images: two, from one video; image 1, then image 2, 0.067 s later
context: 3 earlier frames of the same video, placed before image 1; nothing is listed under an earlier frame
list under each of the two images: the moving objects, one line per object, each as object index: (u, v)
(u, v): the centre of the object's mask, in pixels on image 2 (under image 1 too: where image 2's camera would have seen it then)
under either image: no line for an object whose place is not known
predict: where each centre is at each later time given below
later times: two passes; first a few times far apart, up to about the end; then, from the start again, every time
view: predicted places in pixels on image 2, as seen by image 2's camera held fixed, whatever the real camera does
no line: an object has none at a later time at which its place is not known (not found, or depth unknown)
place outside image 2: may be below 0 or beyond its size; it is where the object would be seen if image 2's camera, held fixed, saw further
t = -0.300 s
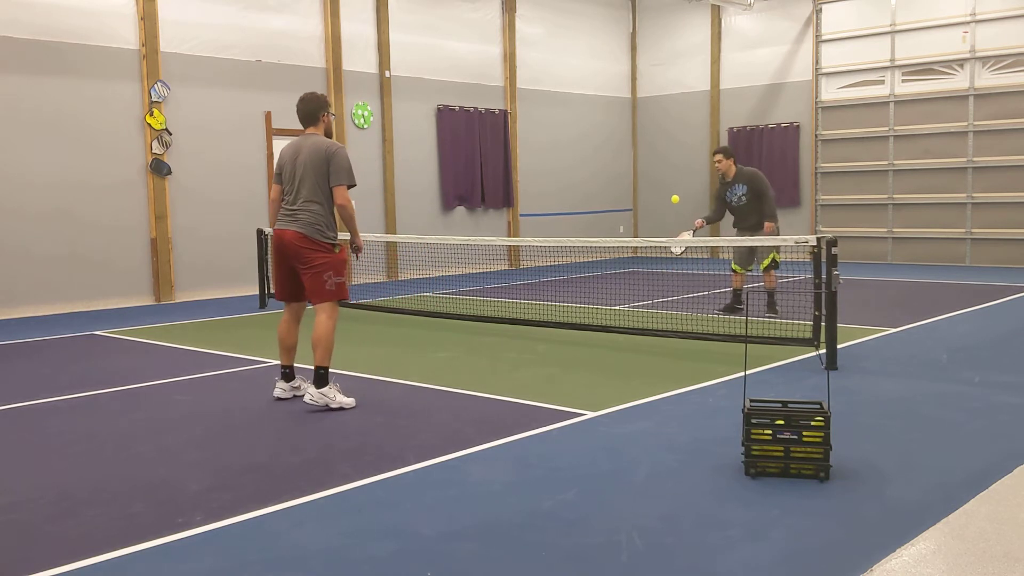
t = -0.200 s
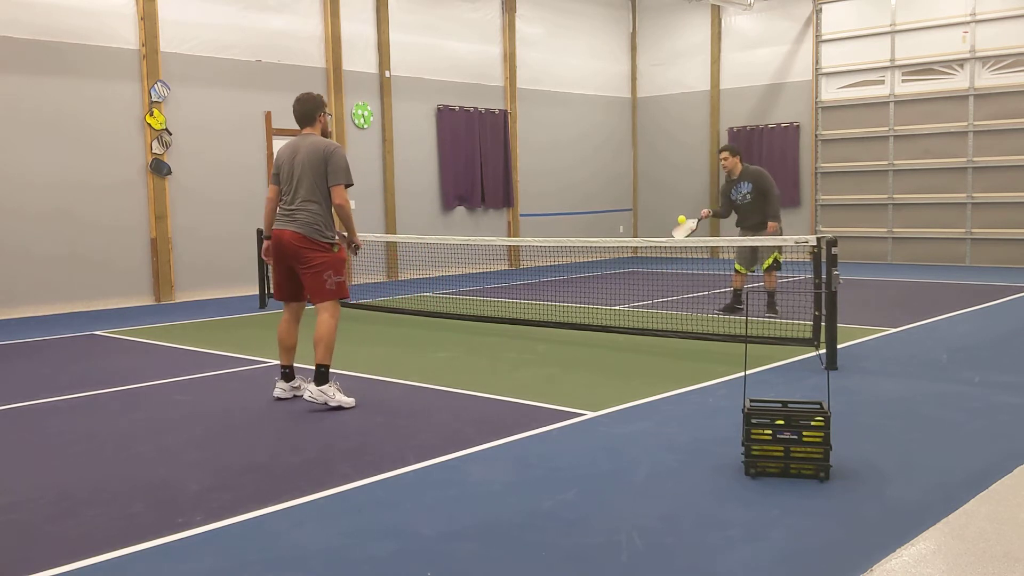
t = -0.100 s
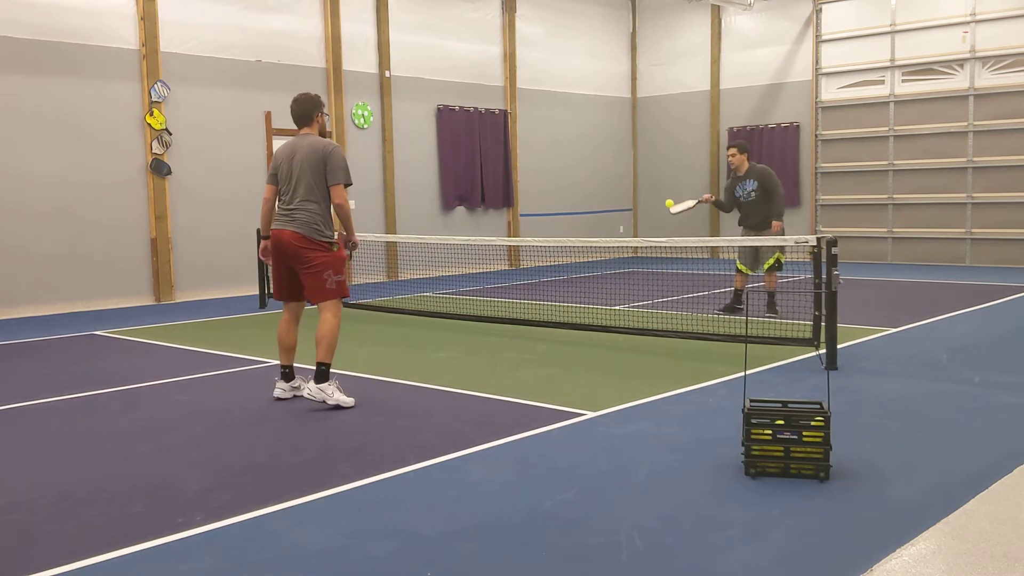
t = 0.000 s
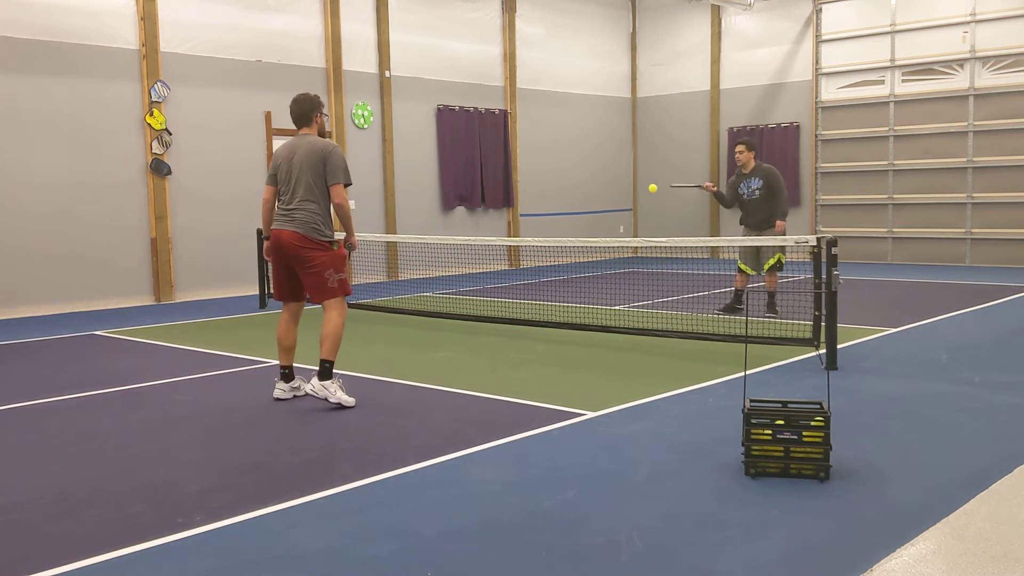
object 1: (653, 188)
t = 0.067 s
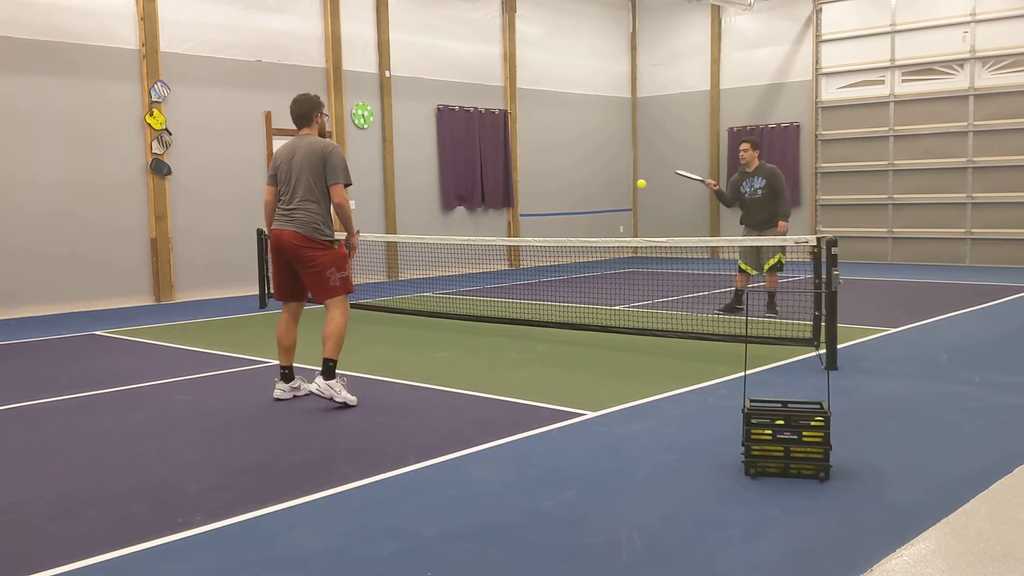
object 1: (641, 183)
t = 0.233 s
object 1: (611, 194)
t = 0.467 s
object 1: (566, 270)
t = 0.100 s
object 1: (635, 183)
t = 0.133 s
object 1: (629, 184)
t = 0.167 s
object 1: (623, 186)
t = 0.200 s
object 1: (617, 190)
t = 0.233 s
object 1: (611, 194)
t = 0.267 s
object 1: (605, 201)
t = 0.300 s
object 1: (598, 209)
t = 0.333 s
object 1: (592, 218)
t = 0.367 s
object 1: (585, 228)
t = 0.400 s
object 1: (579, 241)
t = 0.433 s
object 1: (572, 255)
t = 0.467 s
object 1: (566, 270)
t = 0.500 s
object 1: (559, 287)
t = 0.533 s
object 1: (553, 306)
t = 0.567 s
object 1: (546, 326)
